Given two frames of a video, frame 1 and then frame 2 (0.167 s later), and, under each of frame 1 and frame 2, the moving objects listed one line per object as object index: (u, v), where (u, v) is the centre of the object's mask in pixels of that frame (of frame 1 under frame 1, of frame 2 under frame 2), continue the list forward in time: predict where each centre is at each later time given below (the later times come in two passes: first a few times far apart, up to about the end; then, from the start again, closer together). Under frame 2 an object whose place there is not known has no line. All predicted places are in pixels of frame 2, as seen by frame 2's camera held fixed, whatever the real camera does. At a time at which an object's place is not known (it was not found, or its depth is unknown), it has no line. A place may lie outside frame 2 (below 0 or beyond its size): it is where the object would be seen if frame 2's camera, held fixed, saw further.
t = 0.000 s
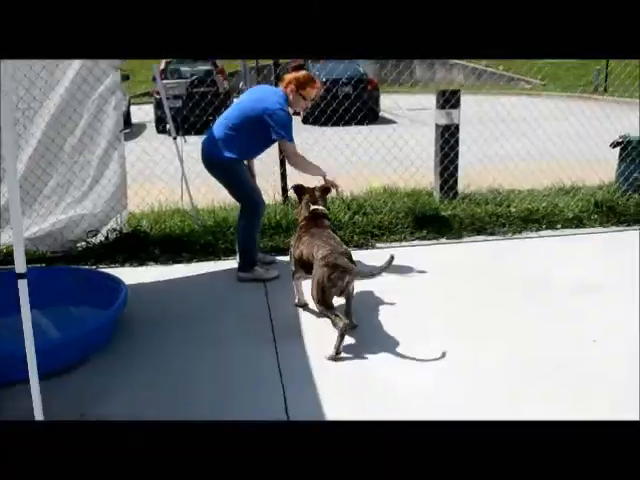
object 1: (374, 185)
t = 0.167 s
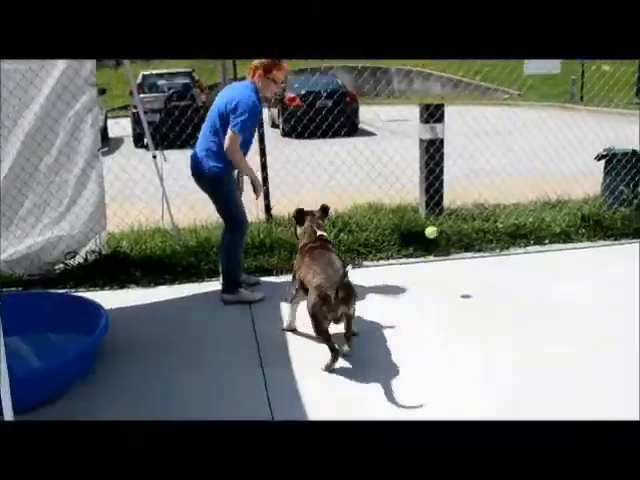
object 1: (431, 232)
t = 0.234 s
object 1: (448, 194)
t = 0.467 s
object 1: (520, 103)
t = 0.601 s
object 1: (564, 96)
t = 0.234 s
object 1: (448, 194)
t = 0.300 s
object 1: (469, 160)
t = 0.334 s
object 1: (480, 145)
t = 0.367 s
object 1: (490, 133)
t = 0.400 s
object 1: (500, 121)
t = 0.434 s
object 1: (511, 111)
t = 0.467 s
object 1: (520, 103)
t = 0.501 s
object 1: (531, 98)
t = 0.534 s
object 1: (543, 95)
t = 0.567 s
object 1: (553, 94)
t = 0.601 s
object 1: (564, 96)
